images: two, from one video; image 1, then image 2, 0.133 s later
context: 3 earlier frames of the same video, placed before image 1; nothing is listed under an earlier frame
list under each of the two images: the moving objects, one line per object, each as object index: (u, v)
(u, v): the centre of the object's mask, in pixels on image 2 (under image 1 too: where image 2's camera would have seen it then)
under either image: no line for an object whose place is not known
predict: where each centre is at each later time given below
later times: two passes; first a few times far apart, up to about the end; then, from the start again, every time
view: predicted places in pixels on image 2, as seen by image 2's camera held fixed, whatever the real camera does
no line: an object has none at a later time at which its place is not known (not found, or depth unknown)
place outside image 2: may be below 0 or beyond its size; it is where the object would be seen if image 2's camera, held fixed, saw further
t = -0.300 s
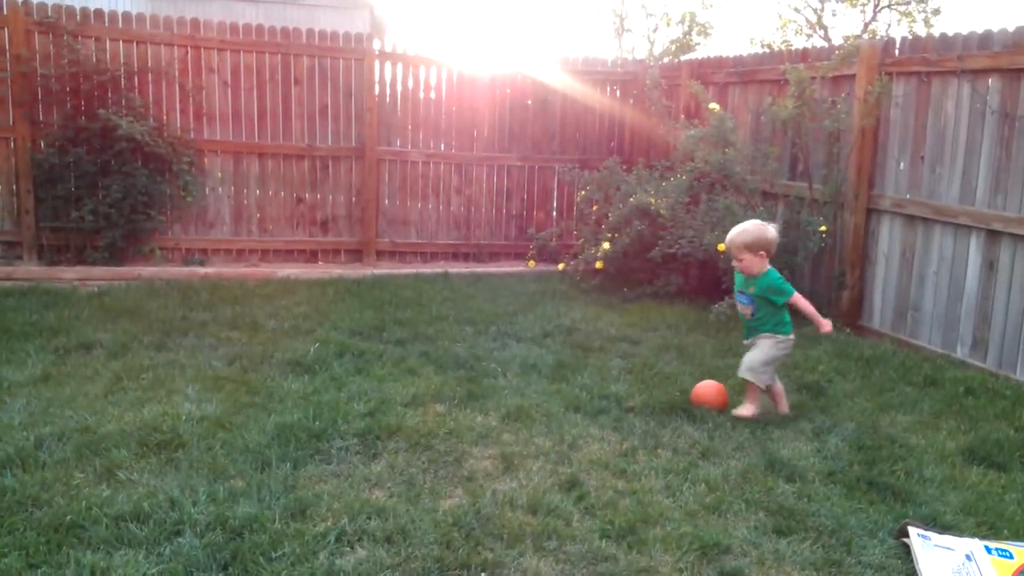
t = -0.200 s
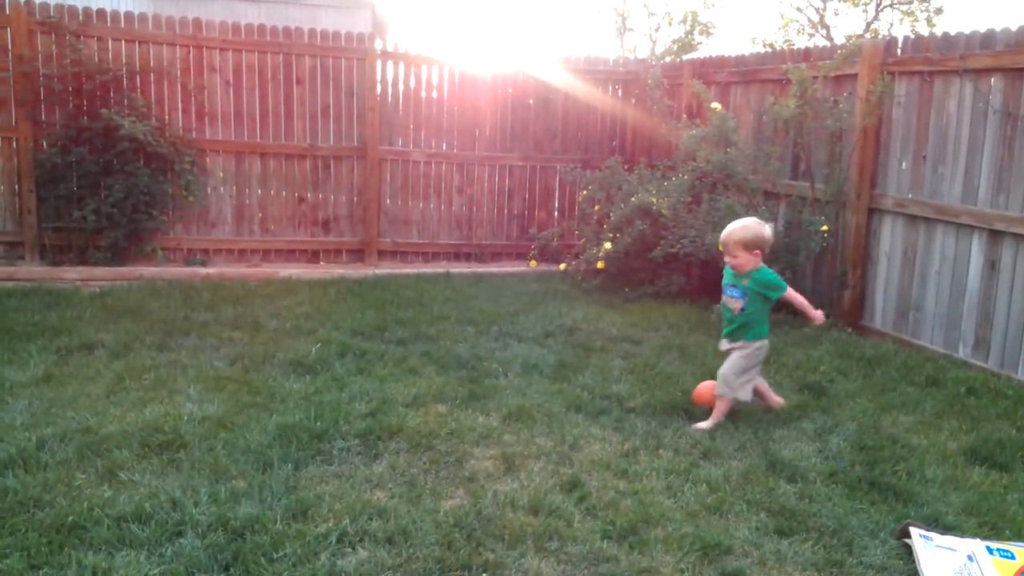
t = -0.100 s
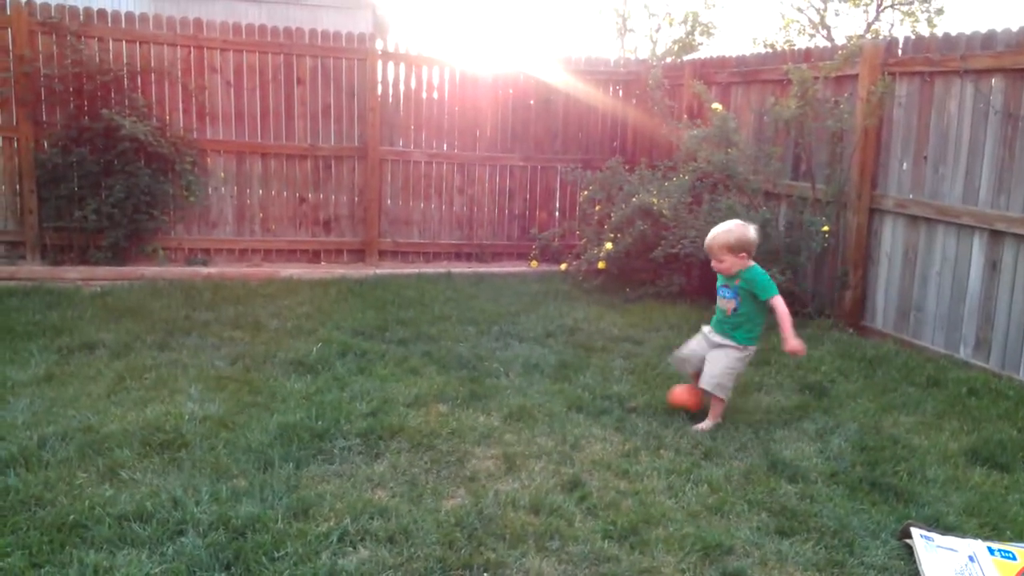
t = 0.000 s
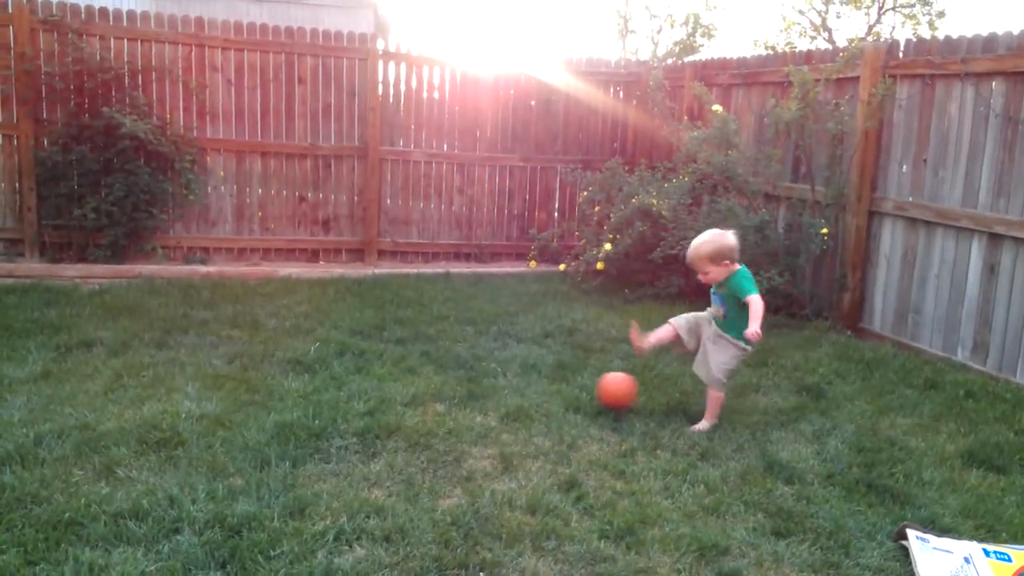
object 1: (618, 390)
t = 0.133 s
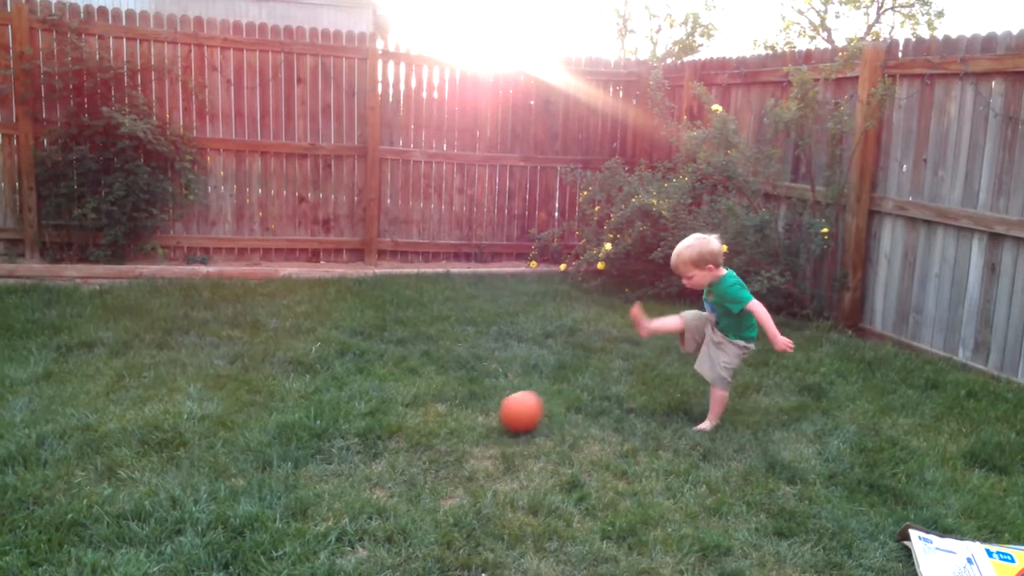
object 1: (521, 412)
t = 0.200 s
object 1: (473, 414)
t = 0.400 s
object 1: (329, 431)
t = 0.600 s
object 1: (190, 448)
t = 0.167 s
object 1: (496, 418)
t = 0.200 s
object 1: (473, 414)
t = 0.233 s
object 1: (450, 411)
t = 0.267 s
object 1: (428, 411)
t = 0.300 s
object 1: (404, 414)
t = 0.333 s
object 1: (380, 420)
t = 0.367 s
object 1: (355, 427)
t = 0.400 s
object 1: (329, 431)
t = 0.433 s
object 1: (306, 432)
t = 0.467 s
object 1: (284, 433)
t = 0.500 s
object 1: (262, 434)
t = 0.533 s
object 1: (239, 436)
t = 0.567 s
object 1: (215, 441)
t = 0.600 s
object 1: (190, 448)
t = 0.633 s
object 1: (166, 455)
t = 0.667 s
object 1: (143, 459)
